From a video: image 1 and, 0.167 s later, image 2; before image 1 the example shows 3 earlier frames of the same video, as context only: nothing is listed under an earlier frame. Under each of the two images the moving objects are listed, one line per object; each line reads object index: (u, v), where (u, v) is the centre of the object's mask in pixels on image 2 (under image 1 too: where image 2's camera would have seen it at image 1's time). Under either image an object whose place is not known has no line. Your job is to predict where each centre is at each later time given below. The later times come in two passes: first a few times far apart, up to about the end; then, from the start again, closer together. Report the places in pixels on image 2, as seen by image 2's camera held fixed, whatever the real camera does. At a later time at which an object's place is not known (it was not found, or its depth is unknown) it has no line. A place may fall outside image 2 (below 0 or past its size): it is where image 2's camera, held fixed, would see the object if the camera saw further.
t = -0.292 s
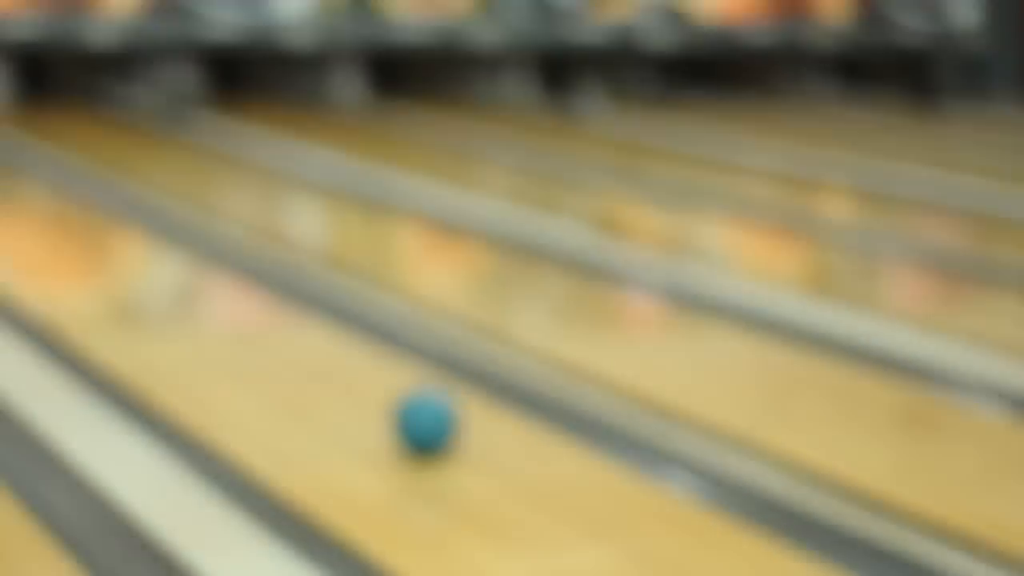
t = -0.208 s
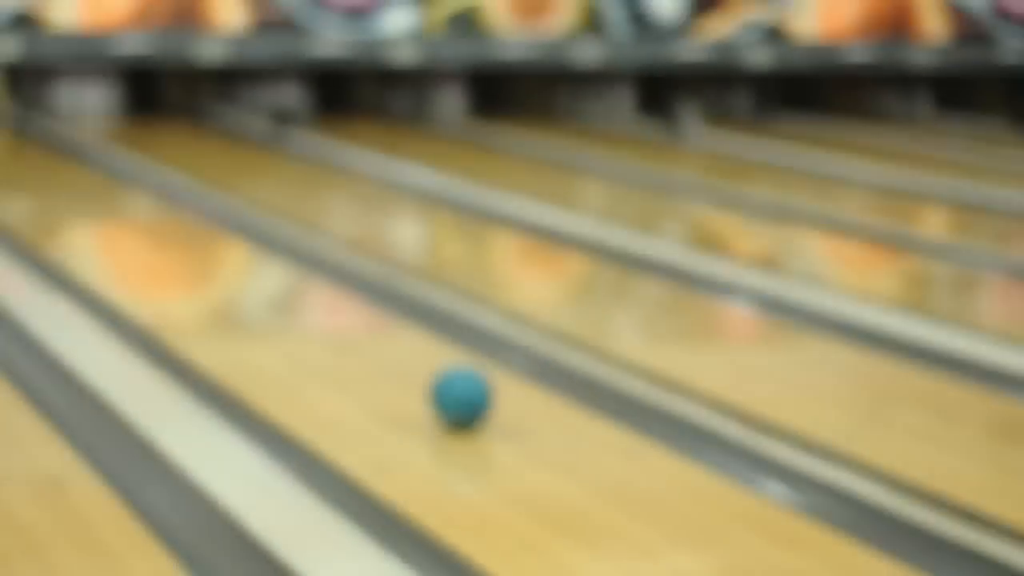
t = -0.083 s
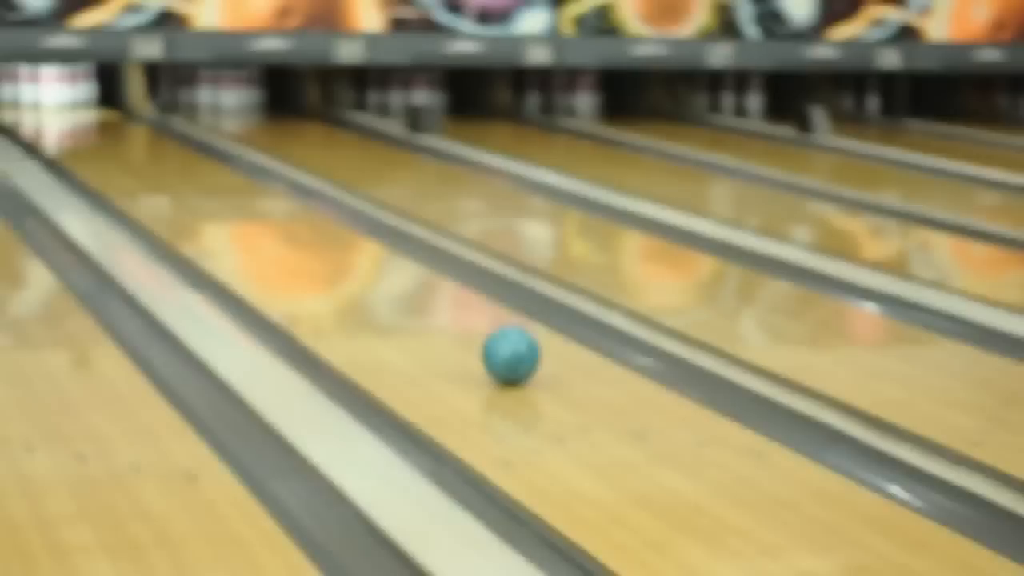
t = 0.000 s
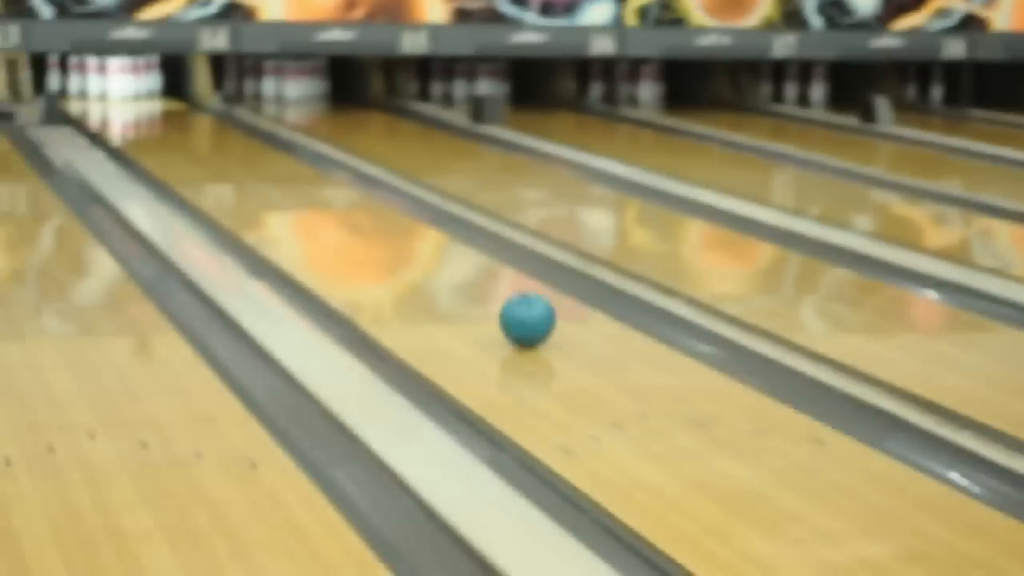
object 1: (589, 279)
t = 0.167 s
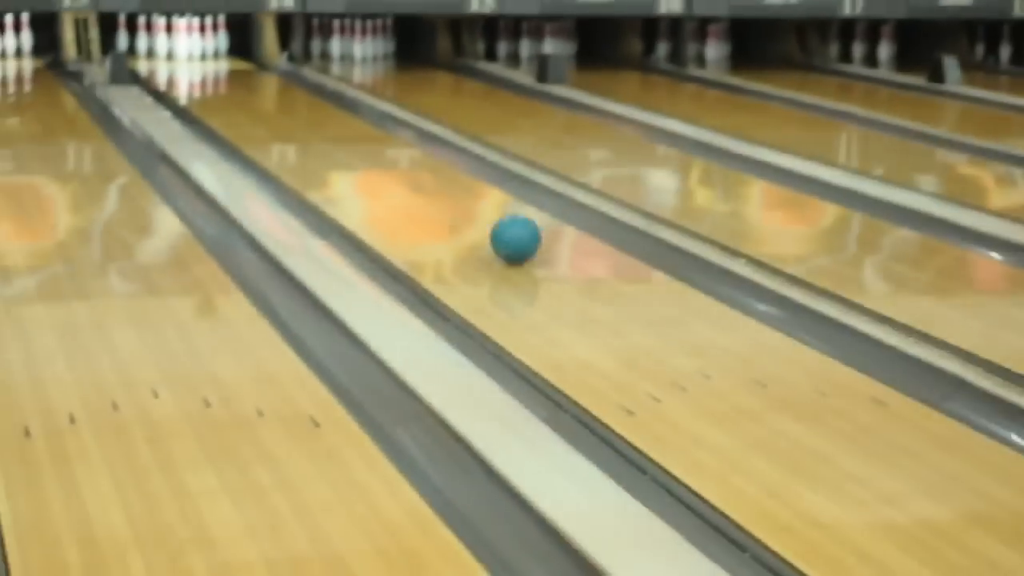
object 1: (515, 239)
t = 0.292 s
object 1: (468, 213)
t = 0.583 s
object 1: (381, 168)
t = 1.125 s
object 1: (273, 112)
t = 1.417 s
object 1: (231, 89)
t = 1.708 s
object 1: (197, 73)
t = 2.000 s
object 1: (169, 59)
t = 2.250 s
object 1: (148, 47)
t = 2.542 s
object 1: (129, 41)
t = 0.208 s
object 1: (500, 229)
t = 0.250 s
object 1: (484, 221)
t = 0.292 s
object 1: (468, 213)
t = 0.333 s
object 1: (454, 206)
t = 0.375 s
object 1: (441, 199)
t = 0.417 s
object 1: (428, 192)
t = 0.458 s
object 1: (416, 185)
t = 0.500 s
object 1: (404, 179)
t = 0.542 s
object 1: (393, 173)
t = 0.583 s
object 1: (381, 168)
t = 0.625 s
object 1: (371, 163)
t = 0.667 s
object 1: (361, 157)
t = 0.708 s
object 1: (352, 152)
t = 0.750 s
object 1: (342, 147)
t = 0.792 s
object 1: (334, 143)
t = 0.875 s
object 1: (317, 135)
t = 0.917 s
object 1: (309, 130)
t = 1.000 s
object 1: (294, 123)
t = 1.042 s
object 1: (287, 119)
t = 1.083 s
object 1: (280, 115)
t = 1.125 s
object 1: (273, 112)
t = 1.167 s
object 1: (266, 108)
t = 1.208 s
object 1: (260, 104)
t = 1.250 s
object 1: (254, 101)
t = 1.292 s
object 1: (248, 98)
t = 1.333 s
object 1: (243, 95)
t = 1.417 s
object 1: (231, 89)
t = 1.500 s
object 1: (221, 85)
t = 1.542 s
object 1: (217, 82)
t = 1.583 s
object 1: (211, 79)
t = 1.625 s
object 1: (205, 77)
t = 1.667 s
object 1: (202, 74)
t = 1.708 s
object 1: (197, 73)
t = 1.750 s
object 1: (193, 70)
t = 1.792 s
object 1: (188, 68)
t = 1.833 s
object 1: (184, 66)
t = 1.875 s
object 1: (180, 64)
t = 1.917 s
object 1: (176, 62)
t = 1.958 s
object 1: (172, 61)
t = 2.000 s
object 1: (169, 59)
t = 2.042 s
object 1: (166, 57)
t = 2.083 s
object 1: (163, 55)
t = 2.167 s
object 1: (155, 52)
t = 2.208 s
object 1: (152, 50)
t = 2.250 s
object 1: (148, 47)
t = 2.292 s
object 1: (146, 46)
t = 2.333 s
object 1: (144, 46)
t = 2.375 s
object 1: (141, 44)
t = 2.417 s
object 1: (135, 42)
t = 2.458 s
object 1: (131, 42)
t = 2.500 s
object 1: (130, 41)
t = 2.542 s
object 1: (129, 41)
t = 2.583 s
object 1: (127, 41)
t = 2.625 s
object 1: (127, 41)
